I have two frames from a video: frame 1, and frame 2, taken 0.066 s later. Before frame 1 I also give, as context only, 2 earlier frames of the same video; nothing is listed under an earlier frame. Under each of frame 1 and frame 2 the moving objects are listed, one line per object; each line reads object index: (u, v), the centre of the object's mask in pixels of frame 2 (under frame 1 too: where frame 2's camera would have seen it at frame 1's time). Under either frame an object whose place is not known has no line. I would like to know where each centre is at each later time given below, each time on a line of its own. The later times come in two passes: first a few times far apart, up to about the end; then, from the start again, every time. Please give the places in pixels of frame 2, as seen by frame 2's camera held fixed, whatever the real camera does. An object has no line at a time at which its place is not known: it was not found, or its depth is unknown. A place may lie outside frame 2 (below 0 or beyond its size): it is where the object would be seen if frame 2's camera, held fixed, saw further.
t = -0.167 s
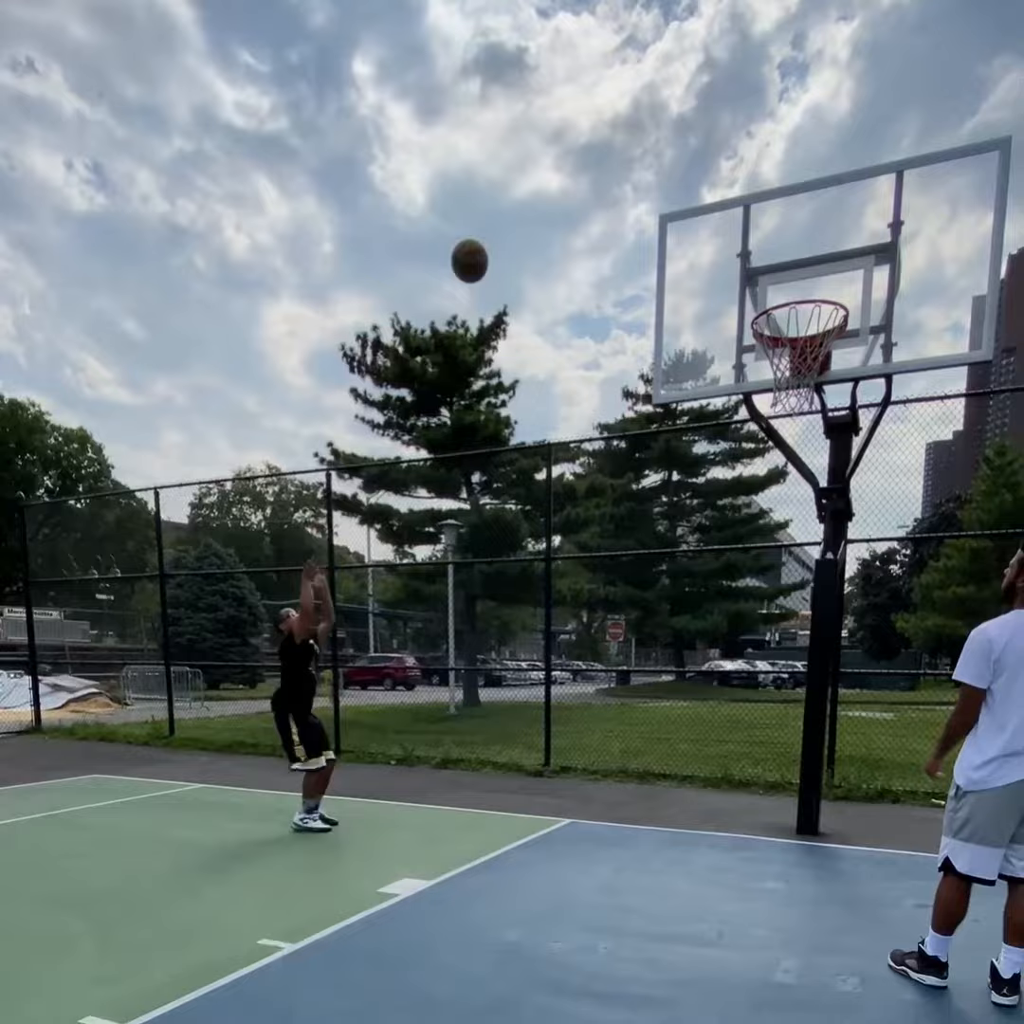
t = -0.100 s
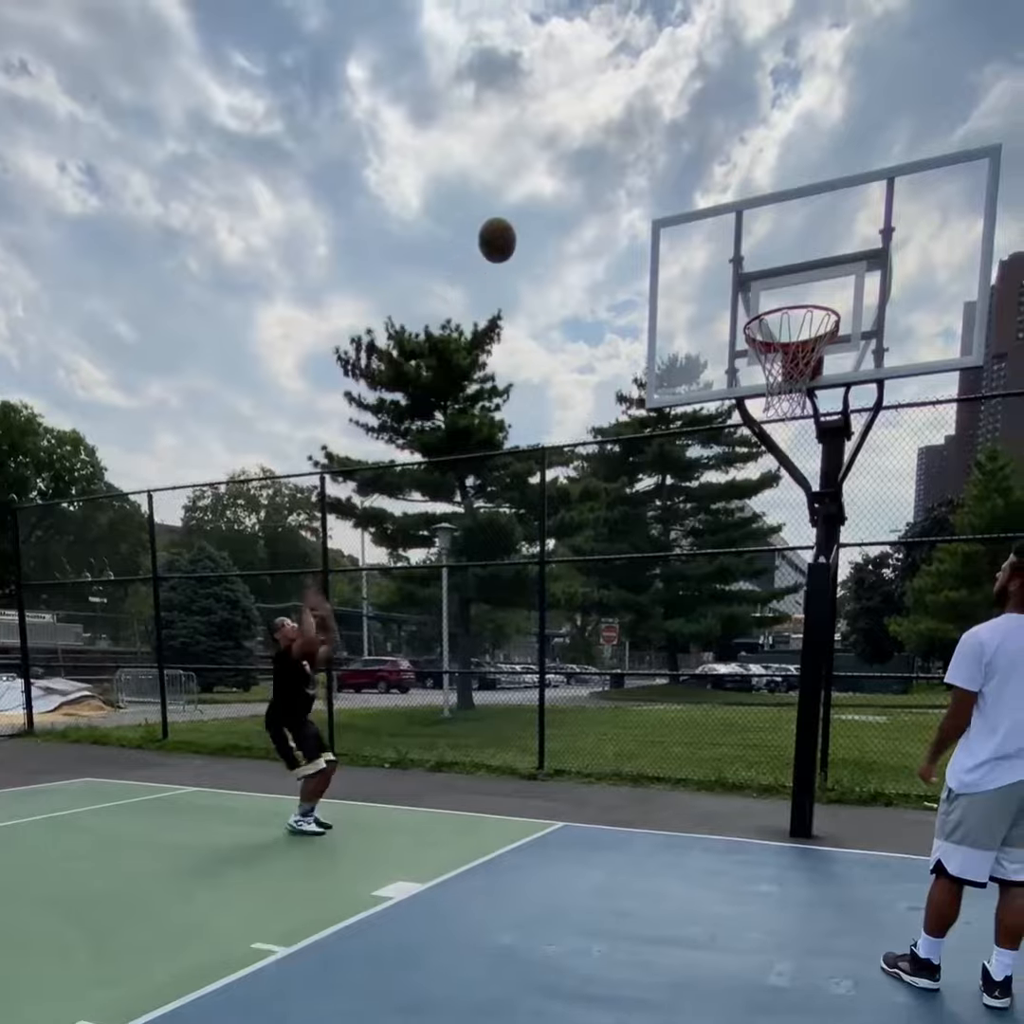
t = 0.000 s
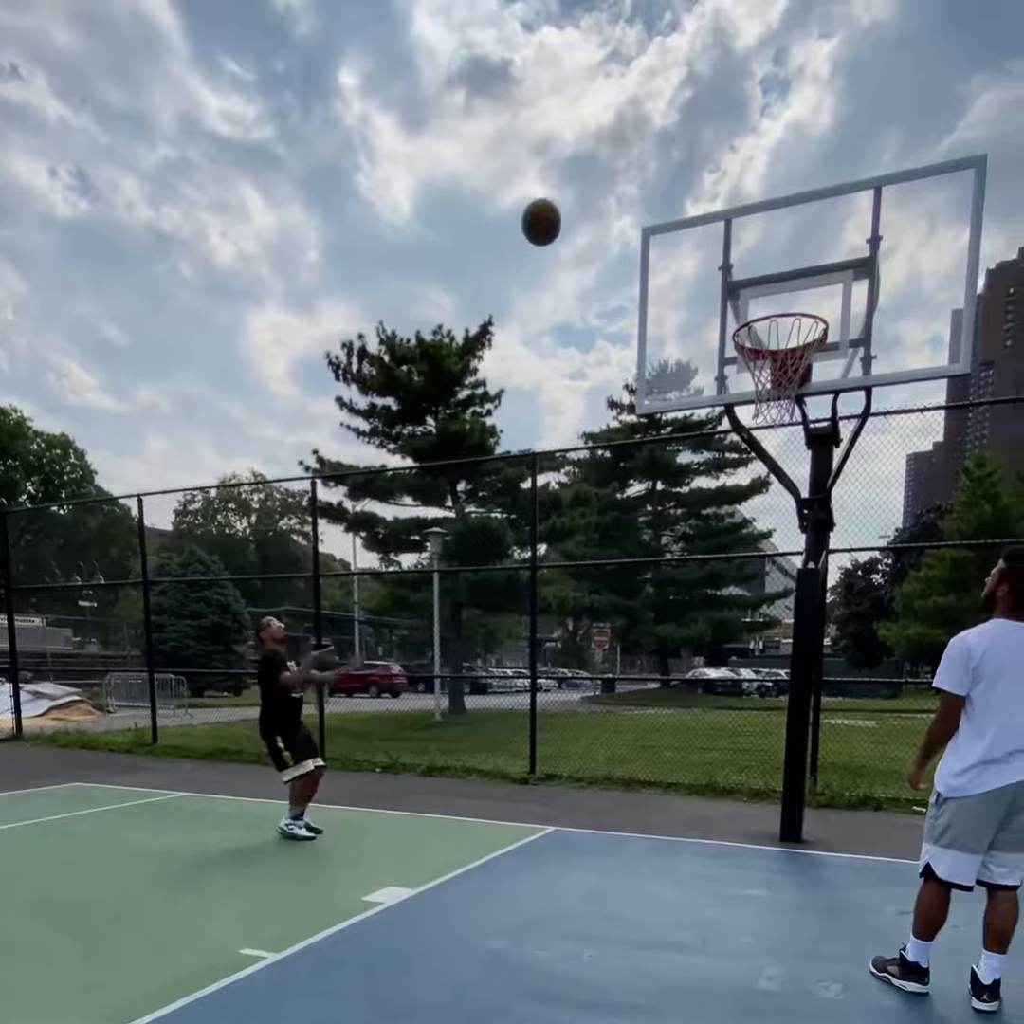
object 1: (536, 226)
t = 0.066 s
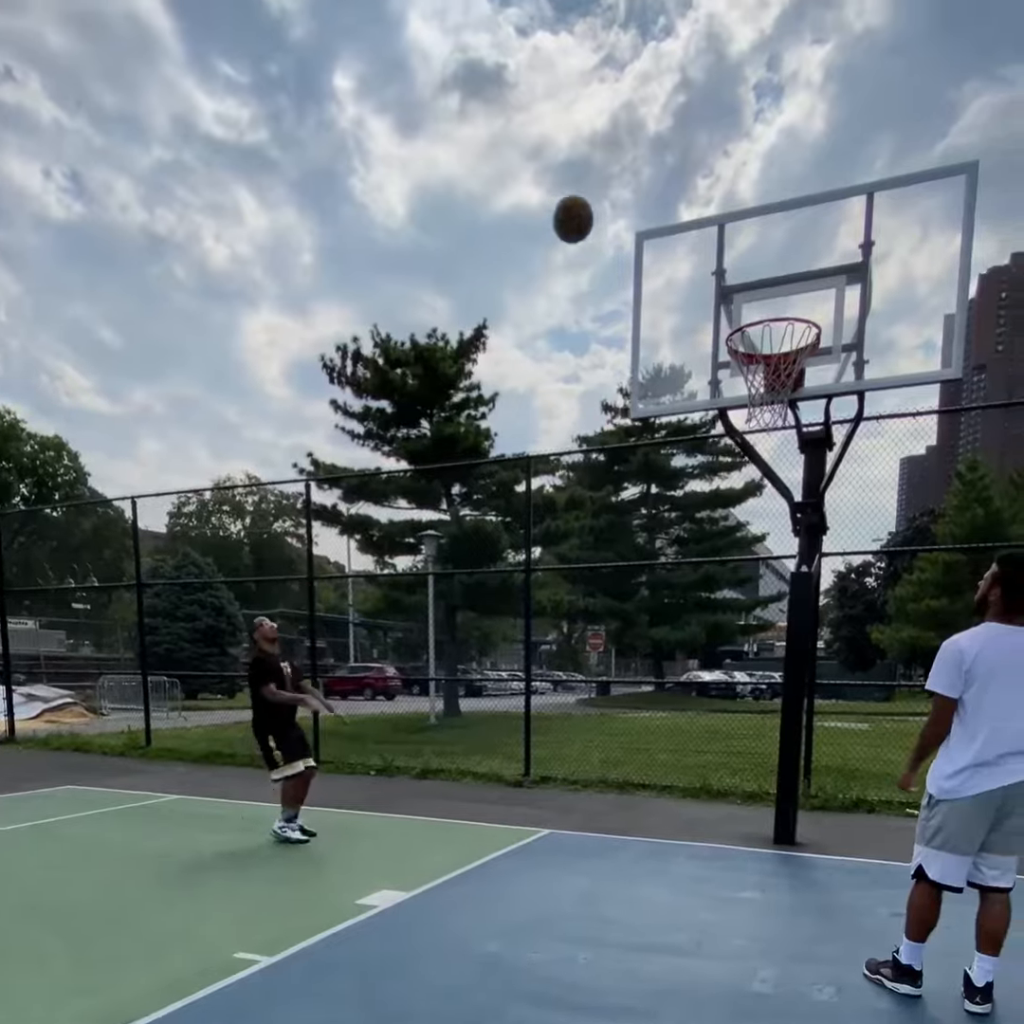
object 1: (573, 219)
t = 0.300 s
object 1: (712, 259)
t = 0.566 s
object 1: (774, 325)
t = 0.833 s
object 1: (763, 316)
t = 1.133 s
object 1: (782, 358)
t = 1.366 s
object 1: (759, 475)
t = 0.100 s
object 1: (591, 218)
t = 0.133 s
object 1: (611, 220)
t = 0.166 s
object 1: (630, 223)
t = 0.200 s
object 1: (650, 229)
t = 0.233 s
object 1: (670, 237)
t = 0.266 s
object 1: (691, 248)
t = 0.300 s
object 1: (712, 259)
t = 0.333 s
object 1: (735, 274)
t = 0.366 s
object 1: (756, 290)
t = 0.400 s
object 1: (778, 310)
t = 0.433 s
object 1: (791, 328)
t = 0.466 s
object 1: (767, 337)
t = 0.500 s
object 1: (747, 346)
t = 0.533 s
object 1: (759, 336)
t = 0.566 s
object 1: (774, 325)
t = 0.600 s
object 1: (780, 320)
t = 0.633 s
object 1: (774, 320)
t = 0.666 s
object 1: (768, 321)
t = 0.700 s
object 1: (762, 325)
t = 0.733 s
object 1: (756, 332)
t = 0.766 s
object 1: (755, 332)
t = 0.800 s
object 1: (758, 323)
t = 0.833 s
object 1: (763, 316)
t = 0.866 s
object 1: (766, 313)
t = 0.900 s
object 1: (770, 311)
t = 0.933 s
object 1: (774, 311)
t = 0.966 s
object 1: (778, 313)
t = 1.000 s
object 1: (781, 318)
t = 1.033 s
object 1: (785, 325)
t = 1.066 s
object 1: (787, 334)
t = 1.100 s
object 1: (785, 344)
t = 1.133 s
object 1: (782, 358)
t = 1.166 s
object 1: (778, 370)
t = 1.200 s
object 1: (774, 381)
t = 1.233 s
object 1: (770, 399)
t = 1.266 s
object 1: (769, 413)
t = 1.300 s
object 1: (766, 432)
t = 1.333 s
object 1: (763, 453)
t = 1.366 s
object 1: (759, 475)
